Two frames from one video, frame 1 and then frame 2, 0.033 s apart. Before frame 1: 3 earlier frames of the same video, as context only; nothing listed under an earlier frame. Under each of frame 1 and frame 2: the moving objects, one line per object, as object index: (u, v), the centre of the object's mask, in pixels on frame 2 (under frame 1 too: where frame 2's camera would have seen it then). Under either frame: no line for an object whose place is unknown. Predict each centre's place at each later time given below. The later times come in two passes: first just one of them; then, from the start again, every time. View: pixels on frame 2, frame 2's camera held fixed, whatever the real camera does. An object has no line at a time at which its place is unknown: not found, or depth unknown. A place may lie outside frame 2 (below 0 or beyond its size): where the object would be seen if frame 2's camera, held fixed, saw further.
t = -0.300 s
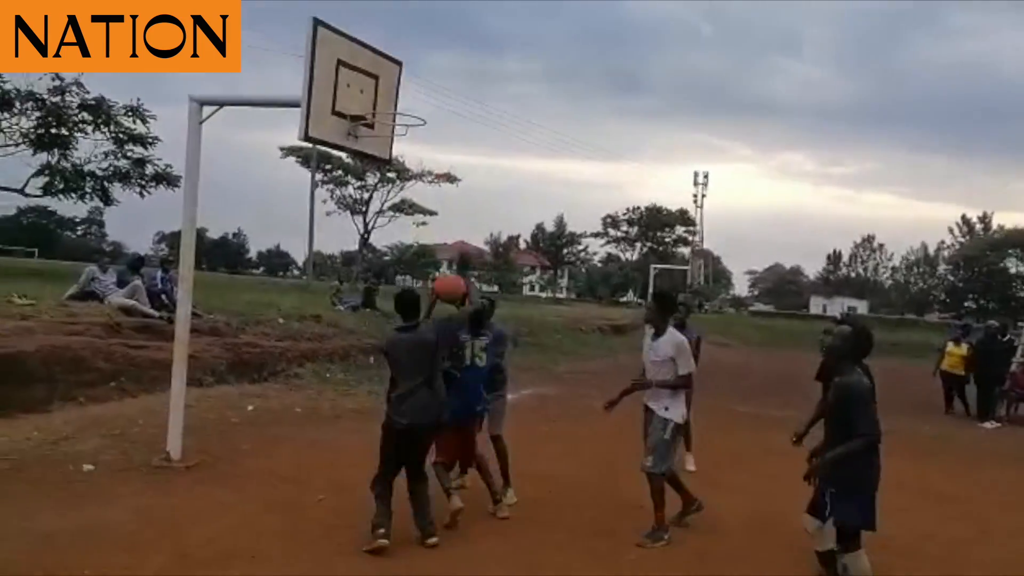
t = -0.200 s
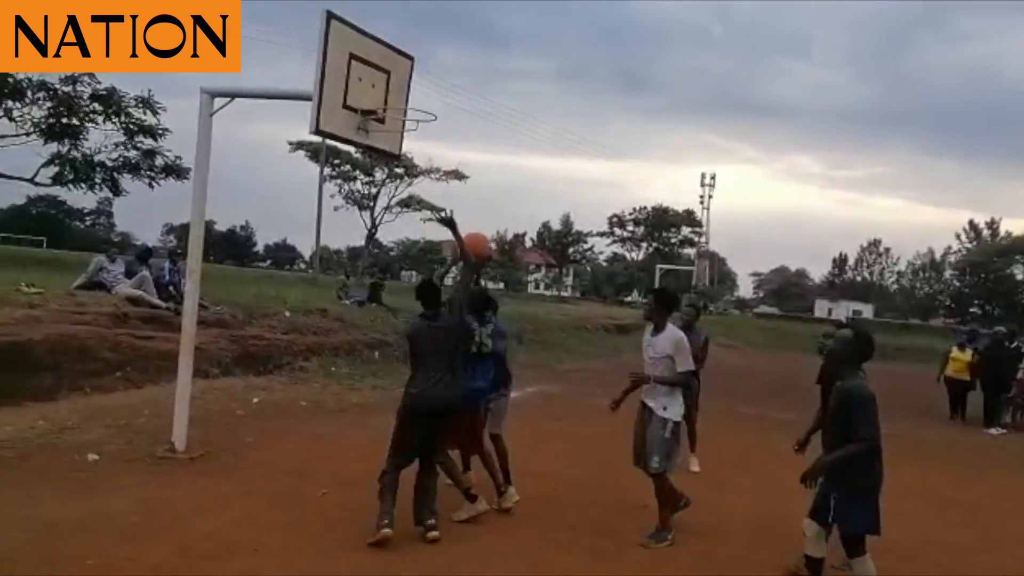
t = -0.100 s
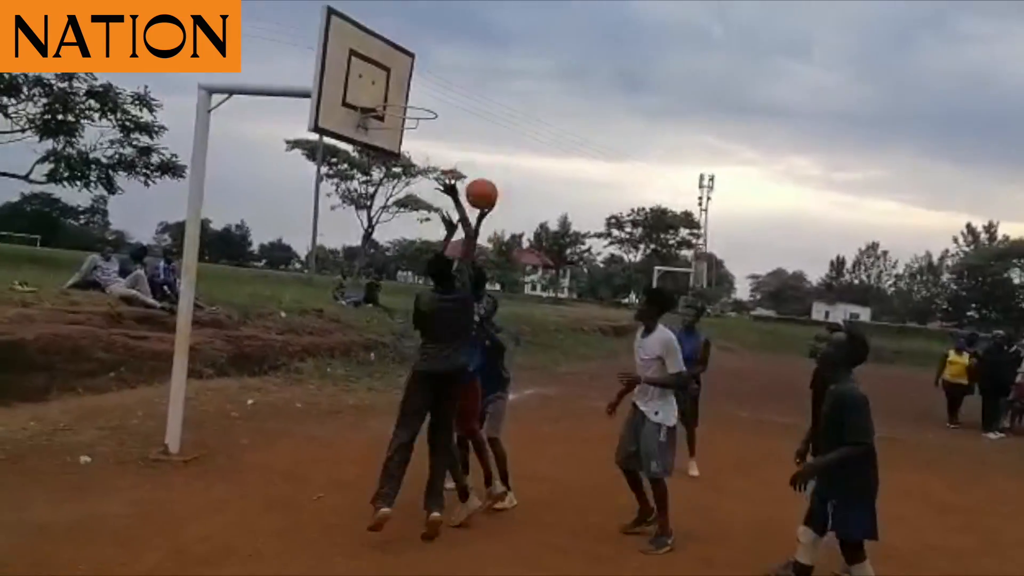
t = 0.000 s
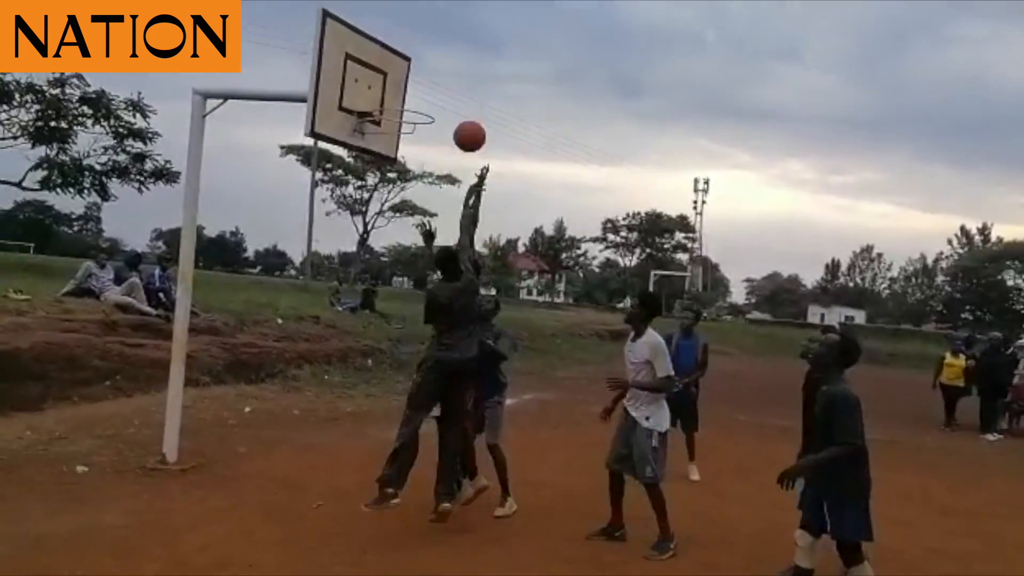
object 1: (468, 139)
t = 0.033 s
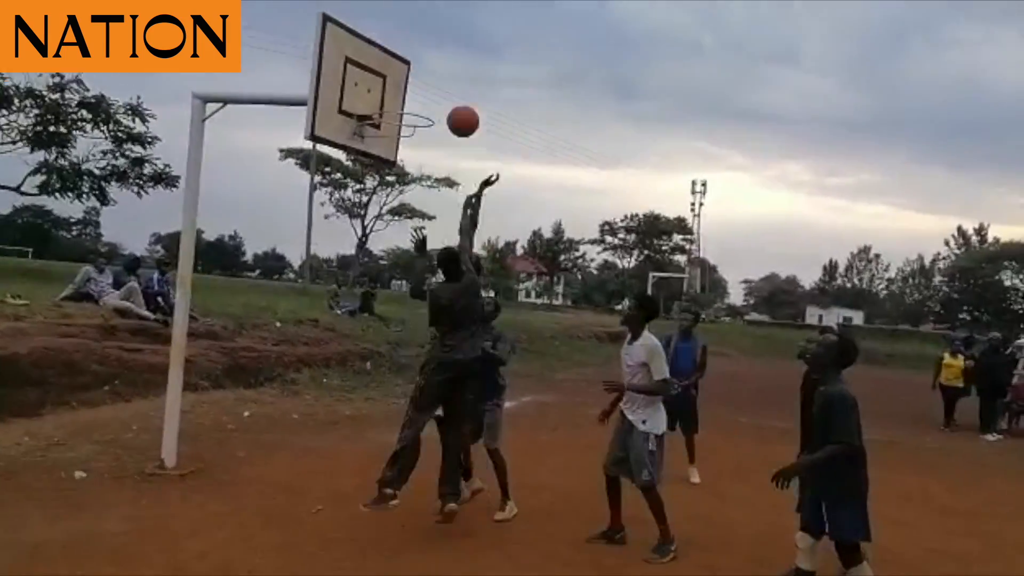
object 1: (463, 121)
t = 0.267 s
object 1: (421, 36)
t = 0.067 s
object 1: (457, 105)
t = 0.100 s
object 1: (451, 89)
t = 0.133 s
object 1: (444, 76)
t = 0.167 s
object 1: (438, 63)
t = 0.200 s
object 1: (433, 53)
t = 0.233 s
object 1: (427, 44)
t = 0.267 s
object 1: (421, 36)
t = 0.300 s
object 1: (413, 30)
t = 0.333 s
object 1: (408, 25)
